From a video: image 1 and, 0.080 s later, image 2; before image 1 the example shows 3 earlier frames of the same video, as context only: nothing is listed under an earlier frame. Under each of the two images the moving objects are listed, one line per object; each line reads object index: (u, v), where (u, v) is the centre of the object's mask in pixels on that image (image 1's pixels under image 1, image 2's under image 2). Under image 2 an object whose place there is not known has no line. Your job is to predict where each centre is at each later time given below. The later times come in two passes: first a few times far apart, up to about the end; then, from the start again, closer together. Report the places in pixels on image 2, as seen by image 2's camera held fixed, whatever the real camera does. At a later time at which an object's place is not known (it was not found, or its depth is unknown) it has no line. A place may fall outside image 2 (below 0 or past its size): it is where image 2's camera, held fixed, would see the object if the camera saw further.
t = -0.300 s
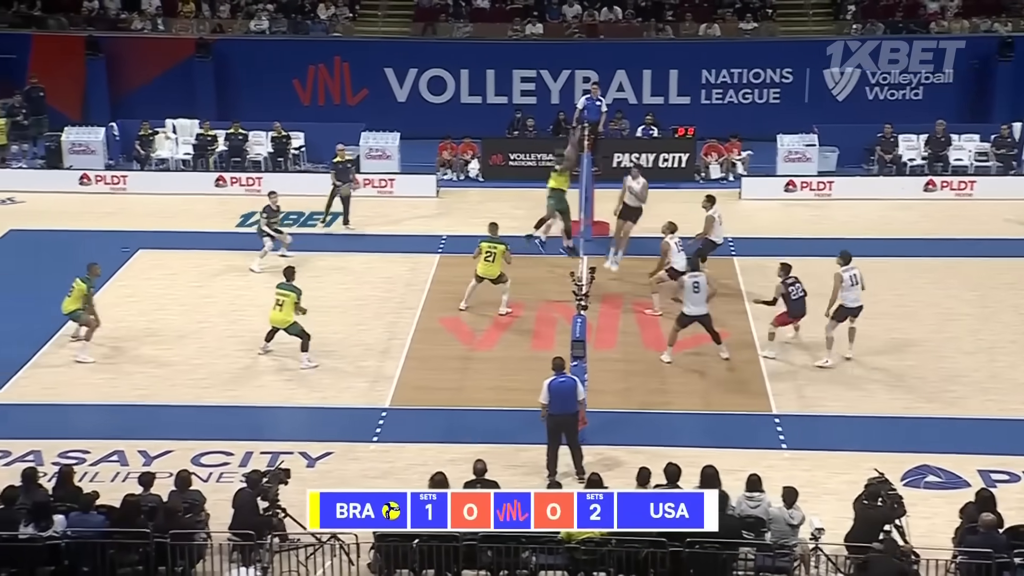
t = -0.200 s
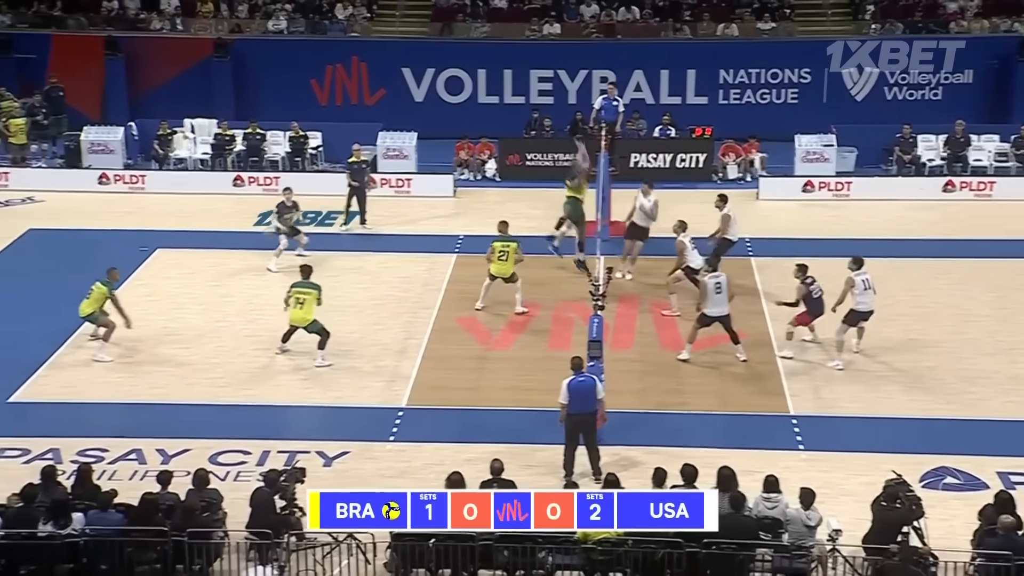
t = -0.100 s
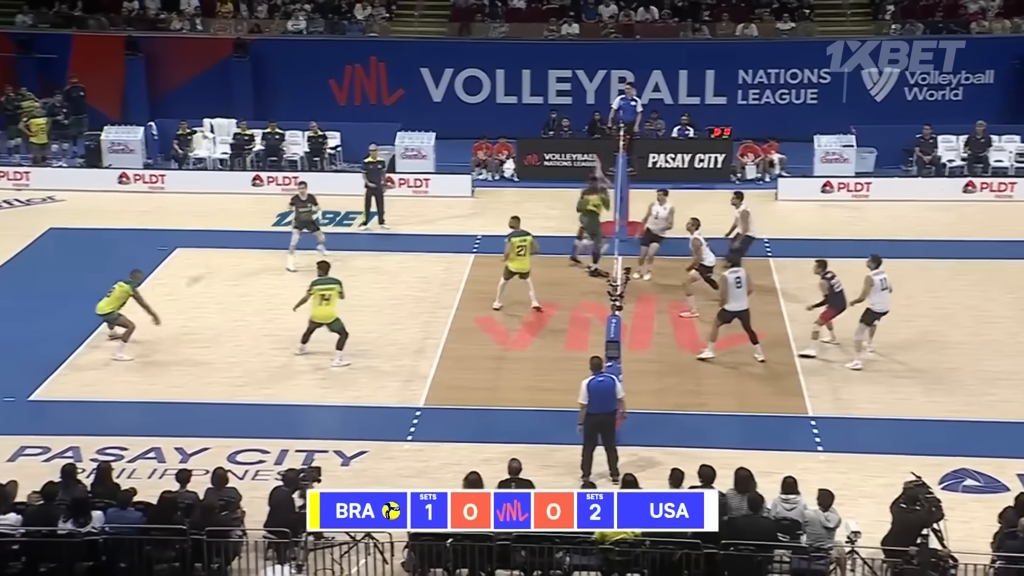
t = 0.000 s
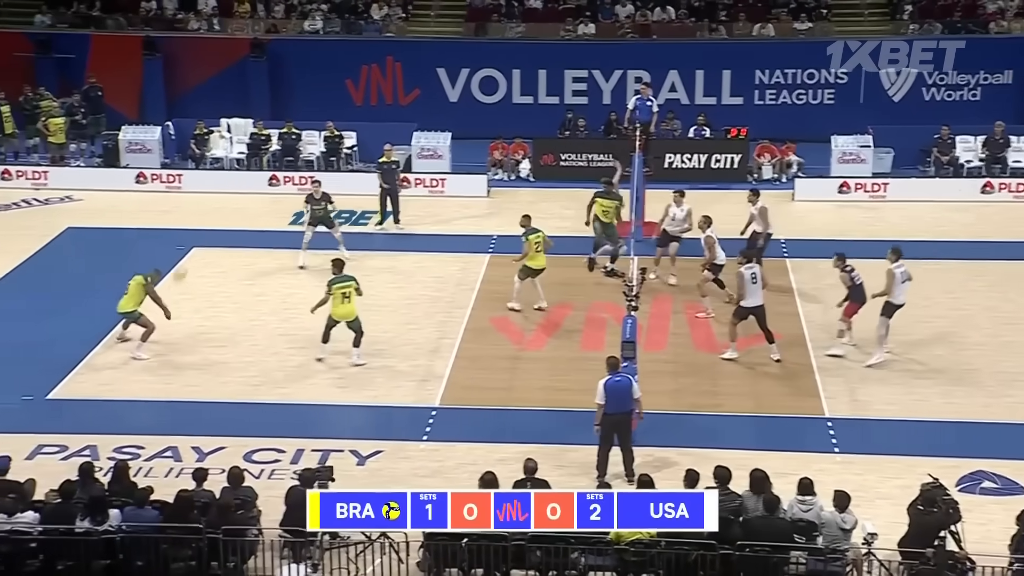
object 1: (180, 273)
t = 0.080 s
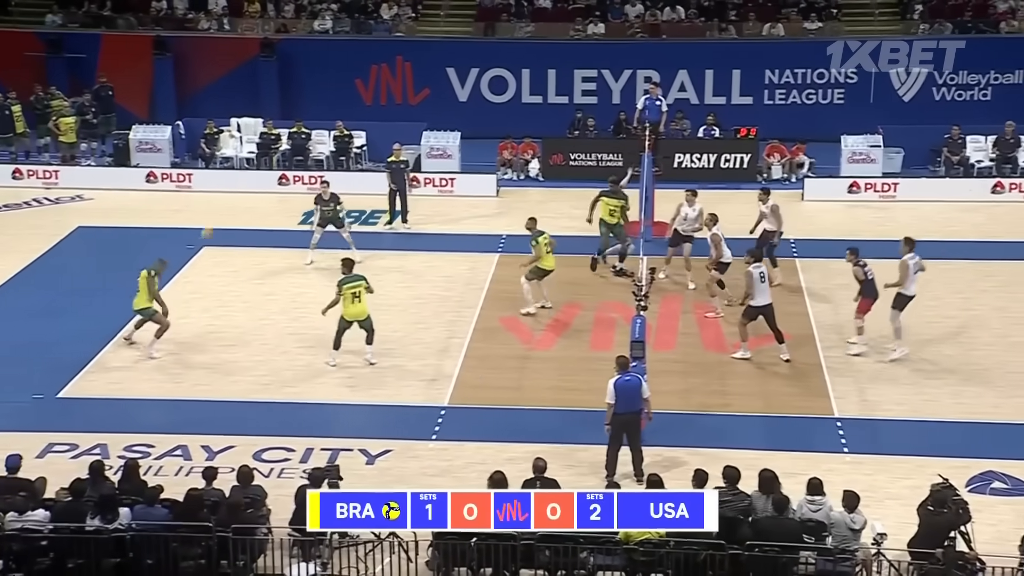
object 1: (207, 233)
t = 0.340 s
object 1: (262, 125)
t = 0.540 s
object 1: (300, 75)
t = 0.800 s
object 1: (351, 41)
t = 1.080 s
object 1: (402, 46)
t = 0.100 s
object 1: (213, 222)
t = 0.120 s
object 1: (216, 216)
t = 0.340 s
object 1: (262, 125)
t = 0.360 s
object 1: (266, 120)
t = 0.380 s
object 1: (269, 115)
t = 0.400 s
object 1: (273, 110)
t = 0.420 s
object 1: (277, 104)
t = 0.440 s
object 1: (280, 99)
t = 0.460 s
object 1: (284, 94)
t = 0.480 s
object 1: (288, 88)
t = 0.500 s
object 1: (292, 84)
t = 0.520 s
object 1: (296, 79)
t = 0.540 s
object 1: (300, 75)
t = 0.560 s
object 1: (304, 71)
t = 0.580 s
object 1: (308, 68)
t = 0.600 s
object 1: (312, 63)
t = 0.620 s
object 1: (316, 60)
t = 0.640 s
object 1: (320, 57)
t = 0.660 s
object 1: (323, 55)
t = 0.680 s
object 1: (327, 52)
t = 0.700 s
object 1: (331, 49)
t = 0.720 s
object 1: (335, 47)
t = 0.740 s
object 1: (339, 45)
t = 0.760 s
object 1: (343, 43)
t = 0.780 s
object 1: (347, 42)
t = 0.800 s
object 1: (351, 41)
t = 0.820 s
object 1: (354, 40)
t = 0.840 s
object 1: (358, 39)
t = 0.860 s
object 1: (362, 38)
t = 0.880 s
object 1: (365, 38)
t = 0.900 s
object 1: (369, 38)
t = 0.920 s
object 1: (373, 37)
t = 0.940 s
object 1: (377, 38)
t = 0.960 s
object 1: (380, 38)
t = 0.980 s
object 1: (384, 39)
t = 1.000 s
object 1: (387, 40)
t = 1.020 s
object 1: (391, 41)
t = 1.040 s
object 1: (394, 42)
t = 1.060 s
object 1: (398, 44)
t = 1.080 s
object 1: (402, 46)
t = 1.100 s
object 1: (405, 47)
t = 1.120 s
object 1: (409, 50)
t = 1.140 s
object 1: (412, 52)
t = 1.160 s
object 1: (416, 54)
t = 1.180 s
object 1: (419, 57)
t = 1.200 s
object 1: (422, 60)
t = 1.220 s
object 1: (426, 64)
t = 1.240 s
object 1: (429, 67)
